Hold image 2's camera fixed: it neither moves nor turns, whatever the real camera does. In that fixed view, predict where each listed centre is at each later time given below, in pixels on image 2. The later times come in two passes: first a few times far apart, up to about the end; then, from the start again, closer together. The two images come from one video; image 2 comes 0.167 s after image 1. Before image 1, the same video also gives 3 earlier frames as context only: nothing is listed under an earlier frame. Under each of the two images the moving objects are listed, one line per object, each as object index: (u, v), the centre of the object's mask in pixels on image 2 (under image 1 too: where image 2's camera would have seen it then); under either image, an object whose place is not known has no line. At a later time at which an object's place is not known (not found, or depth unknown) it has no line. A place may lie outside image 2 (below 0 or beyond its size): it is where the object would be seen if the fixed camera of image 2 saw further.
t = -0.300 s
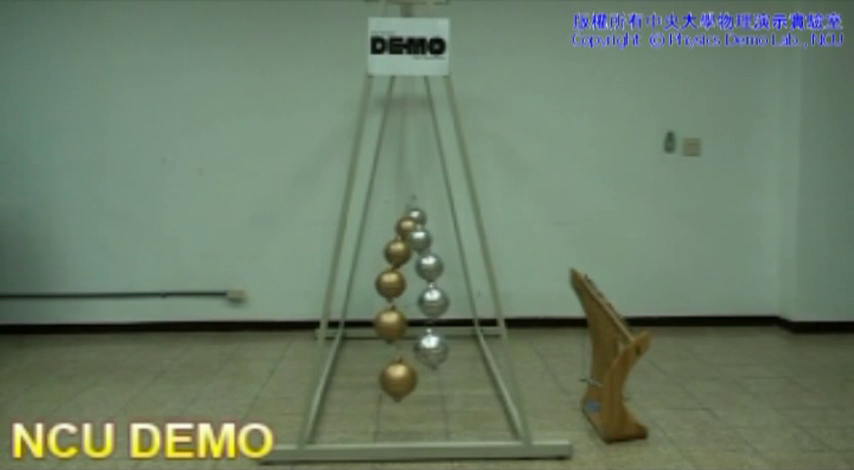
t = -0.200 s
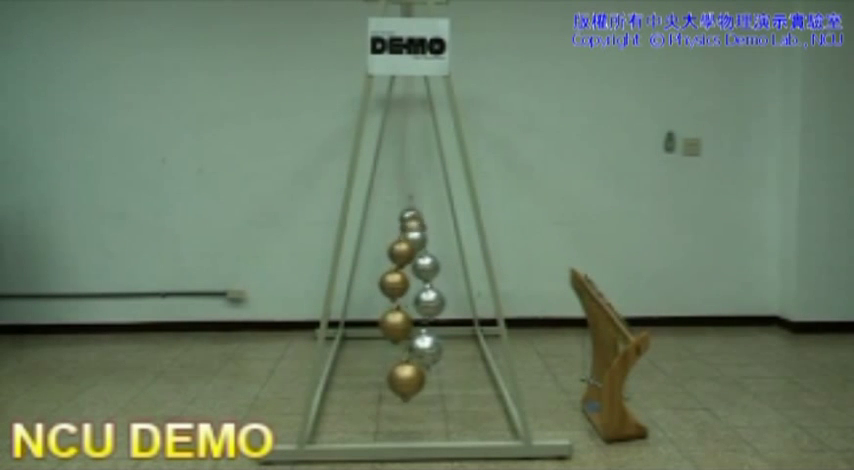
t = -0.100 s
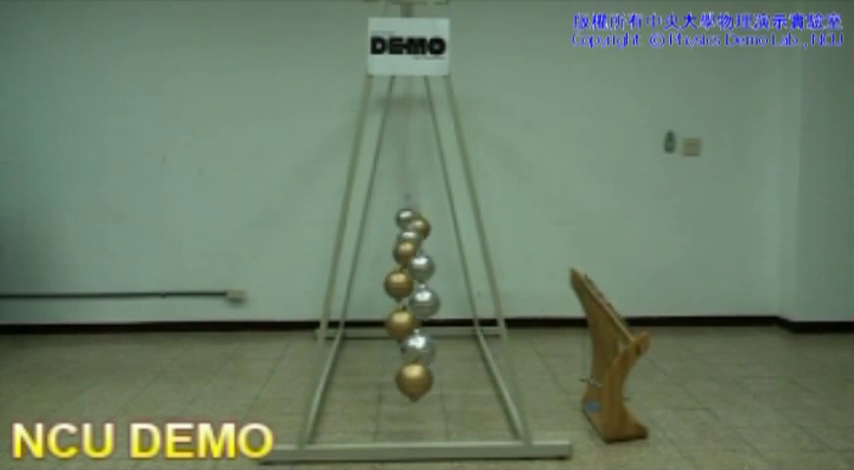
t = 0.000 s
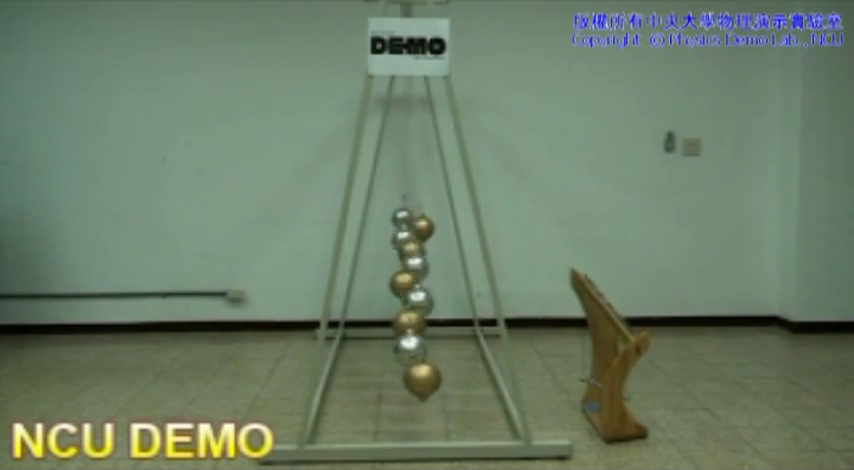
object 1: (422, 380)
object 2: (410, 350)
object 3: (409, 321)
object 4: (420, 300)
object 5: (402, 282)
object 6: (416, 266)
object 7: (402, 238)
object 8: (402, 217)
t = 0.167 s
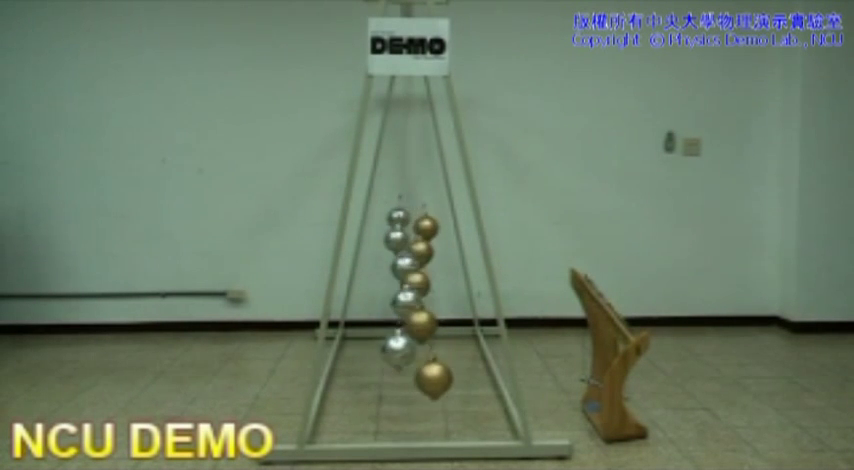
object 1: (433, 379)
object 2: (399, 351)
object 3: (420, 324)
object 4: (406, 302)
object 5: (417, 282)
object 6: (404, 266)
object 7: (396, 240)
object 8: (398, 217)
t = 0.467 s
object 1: (443, 377)
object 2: (384, 350)
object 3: (436, 323)
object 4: (390, 302)
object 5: (430, 283)
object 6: (391, 268)
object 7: (393, 240)
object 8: (398, 218)
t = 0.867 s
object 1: (428, 379)
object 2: (389, 351)
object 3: (432, 323)
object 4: (389, 302)
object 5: (429, 283)
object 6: (394, 267)
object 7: (406, 239)
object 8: (415, 214)
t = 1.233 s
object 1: (399, 379)
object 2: (414, 349)
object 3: (408, 322)
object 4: (409, 299)
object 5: (410, 280)
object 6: (415, 265)
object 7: (425, 239)
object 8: (423, 217)
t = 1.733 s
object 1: (379, 379)
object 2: (439, 349)
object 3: (385, 323)
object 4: (434, 301)
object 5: (388, 283)
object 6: (431, 267)
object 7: (421, 238)
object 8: (414, 215)
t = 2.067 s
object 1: (391, 379)
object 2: (432, 350)
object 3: (392, 324)
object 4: (430, 301)
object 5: (395, 283)
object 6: (421, 267)
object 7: (405, 237)
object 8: (399, 217)
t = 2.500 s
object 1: (425, 380)
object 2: (404, 351)
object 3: (420, 322)
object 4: (404, 302)
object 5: (422, 283)
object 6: (397, 268)
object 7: (392, 240)
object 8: (399, 218)
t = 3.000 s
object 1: (442, 378)
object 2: (383, 350)
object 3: (437, 323)
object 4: (386, 302)
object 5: (432, 283)
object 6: (393, 268)
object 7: (408, 238)
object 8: (419, 217)
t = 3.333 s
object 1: (427, 379)
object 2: (392, 351)
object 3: (425, 323)
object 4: (397, 303)
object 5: (419, 284)
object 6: (408, 266)
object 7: (426, 239)
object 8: (423, 217)
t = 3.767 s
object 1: (394, 379)
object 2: (423, 350)
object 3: (396, 324)
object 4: (425, 303)
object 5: (393, 284)
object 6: (430, 267)
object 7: (423, 238)
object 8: (413, 214)
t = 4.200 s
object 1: (379, 379)
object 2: (439, 349)
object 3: (385, 323)
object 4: (434, 301)
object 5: (392, 283)
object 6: (423, 267)
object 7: (399, 237)
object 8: (398, 218)
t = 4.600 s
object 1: (397, 379)
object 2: (424, 350)
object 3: (403, 324)
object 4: (417, 301)
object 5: (413, 279)
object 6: (400, 265)
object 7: (393, 240)
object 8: (402, 217)
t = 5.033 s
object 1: (430, 379)
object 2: (394, 351)
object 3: (431, 323)
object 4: (390, 302)
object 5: (432, 283)
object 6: (390, 267)
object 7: (407, 240)
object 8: (420, 218)
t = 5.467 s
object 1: (441, 378)
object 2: (383, 350)
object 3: (434, 323)
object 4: (390, 303)
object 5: (423, 283)
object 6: (405, 268)
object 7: (426, 239)
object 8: (421, 218)
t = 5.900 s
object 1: (419, 379)
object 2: (404, 350)
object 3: (411, 322)
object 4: (415, 301)
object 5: (397, 283)
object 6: (429, 267)
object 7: (420, 238)
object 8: (405, 214)
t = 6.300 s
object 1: (390, 379)
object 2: (431, 350)
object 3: (388, 323)
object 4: (434, 302)
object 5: (389, 283)
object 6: (426, 267)
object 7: (399, 237)
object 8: (398, 218)
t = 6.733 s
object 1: (381, 379)
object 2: (437, 349)
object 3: (391, 324)
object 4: (425, 302)
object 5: (406, 284)
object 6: (402, 265)
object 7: (393, 240)
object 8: (406, 214)
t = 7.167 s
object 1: (405, 380)
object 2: (413, 349)
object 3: (419, 321)
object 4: (398, 303)
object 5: (430, 283)
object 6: (389, 268)
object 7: (409, 239)
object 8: (422, 218)
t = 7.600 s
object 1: (436, 378)
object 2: (387, 351)
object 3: (436, 323)
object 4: (387, 302)
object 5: (427, 283)
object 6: (403, 268)
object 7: (427, 238)
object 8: (417, 217)
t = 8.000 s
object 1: (440, 378)
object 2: (387, 351)
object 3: (426, 324)
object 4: (403, 303)
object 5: (405, 280)
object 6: (426, 267)
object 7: (420, 240)
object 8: (400, 215)
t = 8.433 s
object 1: (413, 380)
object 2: (414, 349)
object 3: (397, 324)
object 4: (429, 302)
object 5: (389, 283)
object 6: (428, 267)
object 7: (397, 238)
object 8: (399, 218)
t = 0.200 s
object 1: (436, 379)
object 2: (396, 351)
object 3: (422, 324)
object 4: (404, 302)
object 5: (420, 282)
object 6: (402, 267)
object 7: (395, 240)
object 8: (398, 217)
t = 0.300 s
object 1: (440, 378)
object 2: (390, 351)
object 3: (429, 323)
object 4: (398, 303)
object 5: (423, 284)
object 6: (397, 268)
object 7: (393, 240)
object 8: (397, 218)
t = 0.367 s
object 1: (442, 378)
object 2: (387, 351)
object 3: (432, 323)
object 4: (394, 303)
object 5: (426, 284)
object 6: (394, 268)
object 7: (392, 240)
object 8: (397, 218)
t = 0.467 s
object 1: (443, 377)
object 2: (384, 350)
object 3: (436, 323)
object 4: (390, 302)
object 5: (430, 283)
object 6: (391, 268)
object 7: (393, 240)
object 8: (398, 218)
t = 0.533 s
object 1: (443, 378)
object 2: (383, 350)
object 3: (437, 323)
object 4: (388, 302)
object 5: (432, 283)
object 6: (390, 268)
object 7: (394, 240)
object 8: (400, 218)
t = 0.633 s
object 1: (441, 378)
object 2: (382, 350)
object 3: (437, 323)
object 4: (386, 302)
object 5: (433, 283)
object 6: (389, 267)
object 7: (397, 240)
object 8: (402, 216)
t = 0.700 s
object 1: (438, 378)
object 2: (384, 350)
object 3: (437, 323)
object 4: (386, 302)
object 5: (433, 283)
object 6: (389, 268)
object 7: (399, 240)
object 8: (405, 215)
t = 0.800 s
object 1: (432, 379)
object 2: (386, 351)
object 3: (434, 323)
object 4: (387, 302)
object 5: (431, 282)
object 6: (392, 268)
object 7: (403, 240)
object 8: (411, 214)
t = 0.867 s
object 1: (428, 379)
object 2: (389, 351)
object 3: (432, 323)
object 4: (389, 302)
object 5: (429, 283)
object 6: (394, 267)
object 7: (406, 239)
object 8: (415, 214)
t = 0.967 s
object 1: (421, 380)
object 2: (394, 351)
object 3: (426, 324)
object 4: (393, 302)
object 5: (425, 283)
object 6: (399, 267)
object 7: (412, 236)
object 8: (418, 217)
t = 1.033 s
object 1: (415, 380)
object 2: (399, 350)
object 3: (423, 324)
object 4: (396, 302)
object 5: (422, 283)
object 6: (402, 268)
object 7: (417, 237)
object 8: (420, 217)
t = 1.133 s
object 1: (407, 380)
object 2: (406, 349)
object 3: (418, 322)
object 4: (402, 301)
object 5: (418, 283)
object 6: (407, 266)
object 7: (422, 240)
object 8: (422, 217)
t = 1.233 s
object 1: (399, 379)
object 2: (414, 349)
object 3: (408, 322)
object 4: (409, 299)
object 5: (410, 280)
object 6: (415, 265)
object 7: (425, 239)
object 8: (423, 217)
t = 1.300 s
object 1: (394, 379)
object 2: (417, 351)
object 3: (403, 323)
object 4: (414, 301)
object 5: (403, 281)
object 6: (419, 266)
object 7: (426, 239)
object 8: (423, 217)
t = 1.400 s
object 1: (388, 379)
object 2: (425, 350)
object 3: (398, 324)
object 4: (419, 303)
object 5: (399, 283)
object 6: (424, 267)
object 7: (428, 239)
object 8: (422, 217)
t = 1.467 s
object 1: (384, 379)
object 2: (429, 350)
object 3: (394, 324)
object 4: (424, 302)
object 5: (396, 284)
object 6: (426, 267)
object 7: (428, 239)
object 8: (421, 217)
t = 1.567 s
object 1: (381, 379)
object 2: (434, 350)
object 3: (389, 324)
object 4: (430, 301)
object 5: (392, 284)
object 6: (429, 267)
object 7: (426, 238)
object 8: (419, 217)
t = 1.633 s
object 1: (379, 379)
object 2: (436, 350)
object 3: (387, 324)
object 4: (432, 301)
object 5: (389, 284)
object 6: (431, 267)
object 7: (424, 238)
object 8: (418, 216)
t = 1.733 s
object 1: (379, 379)
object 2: (439, 349)
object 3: (385, 323)
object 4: (434, 301)
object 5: (388, 283)
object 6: (431, 267)
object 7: (421, 238)
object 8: (414, 215)
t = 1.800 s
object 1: (380, 379)
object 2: (439, 349)
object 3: (385, 324)
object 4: (435, 301)
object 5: (388, 283)
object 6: (431, 266)
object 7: (418, 239)
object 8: (410, 215)
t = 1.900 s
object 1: (382, 379)
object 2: (438, 349)
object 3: (386, 324)
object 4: (435, 301)
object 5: (390, 283)
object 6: (428, 266)
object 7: (414, 239)
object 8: (405, 214)
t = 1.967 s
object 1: (385, 379)
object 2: (436, 349)
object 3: (388, 323)
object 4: (433, 301)
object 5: (392, 283)
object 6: (426, 267)
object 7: (412, 237)
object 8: (403, 217)
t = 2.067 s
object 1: (391, 379)
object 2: (432, 350)
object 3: (392, 324)
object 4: (430, 301)
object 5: (395, 283)
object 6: (421, 267)
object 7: (405, 237)
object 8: (399, 217)
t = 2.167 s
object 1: (398, 379)
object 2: (427, 350)
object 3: (397, 324)
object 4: (425, 302)
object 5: (400, 284)
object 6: (416, 267)
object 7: (397, 239)
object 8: (398, 217)
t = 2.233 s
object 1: (404, 380)
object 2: (422, 350)
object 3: (401, 324)
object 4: (421, 302)
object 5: (403, 283)
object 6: (412, 264)
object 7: (396, 240)
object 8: (397, 217)
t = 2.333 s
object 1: (412, 380)
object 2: (415, 349)
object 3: (407, 322)
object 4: (415, 300)
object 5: (411, 281)
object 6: (405, 266)
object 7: (394, 240)
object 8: (397, 217)
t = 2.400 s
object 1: (417, 379)
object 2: (410, 348)
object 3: (413, 322)
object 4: (411, 300)
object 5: (417, 281)
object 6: (402, 267)
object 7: (393, 240)
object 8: (398, 217)
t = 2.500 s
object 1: (425, 380)
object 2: (404, 351)
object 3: (420, 322)
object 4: (404, 302)
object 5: (422, 283)
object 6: (397, 268)
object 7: (392, 240)
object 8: (399, 218)
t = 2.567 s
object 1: (430, 379)
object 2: (398, 350)
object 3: (424, 324)
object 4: (399, 303)
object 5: (425, 283)
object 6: (394, 268)
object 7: (393, 240)
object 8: (401, 218)
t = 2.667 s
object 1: (435, 378)
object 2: (392, 350)
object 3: (430, 323)
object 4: (394, 302)
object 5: (429, 283)
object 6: (391, 267)
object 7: (395, 240)
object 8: (403, 217)
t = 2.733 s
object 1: (439, 378)
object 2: (389, 350)
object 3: (433, 323)
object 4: (391, 302)
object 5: (431, 283)
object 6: (390, 268)
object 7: (397, 240)
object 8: (406, 215)
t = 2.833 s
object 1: (442, 378)
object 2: (385, 351)
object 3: (436, 323)
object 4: (387, 302)
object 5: (433, 283)
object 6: (390, 267)
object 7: (402, 240)
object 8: (412, 214)
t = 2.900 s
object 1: (442, 378)
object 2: (384, 351)
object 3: (437, 323)
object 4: (386, 302)
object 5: (433, 283)
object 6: (390, 267)
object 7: (405, 240)
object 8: (416, 215)
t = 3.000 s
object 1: (442, 378)
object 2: (383, 350)
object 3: (437, 323)
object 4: (386, 302)
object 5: (432, 283)
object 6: (393, 268)
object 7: (408, 238)
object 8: (419, 217)
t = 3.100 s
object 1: (440, 378)
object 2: (384, 350)
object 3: (435, 323)
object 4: (387, 302)
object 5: (429, 283)
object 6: (396, 268)
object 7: (415, 236)
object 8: (421, 217)
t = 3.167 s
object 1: (437, 378)
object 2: (385, 350)
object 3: (433, 323)
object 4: (389, 302)
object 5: (426, 283)
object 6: (400, 268)
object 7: (421, 238)
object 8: (423, 217)
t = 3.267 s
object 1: (432, 379)
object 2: (389, 351)
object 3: (429, 323)
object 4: (393, 303)
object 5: (422, 284)
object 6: (404, 267)
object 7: (425, 239)
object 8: (423, 217)
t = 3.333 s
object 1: (427, 379)
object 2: (392, 351)
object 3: (425, 323)
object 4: (397, 303)
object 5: (419, 284)
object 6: (408, 266)
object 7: (426, 239)
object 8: (423, 217)
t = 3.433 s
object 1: (420, 380)
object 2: (400, 351)
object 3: (419, 324)
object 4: (403, 302)
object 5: (413, 281)
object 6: (416, 265)
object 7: (427, 239)
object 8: (421, 217)
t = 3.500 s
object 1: (415, 380)
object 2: (403, 350)
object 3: (415, 323)
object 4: (408, 302)
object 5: (407, 280)
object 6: (420, 265)
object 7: (428, 239)
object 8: (420, 217)
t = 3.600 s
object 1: (407, 380)
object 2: (411, 349)
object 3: (406, 323)
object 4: (415, 301)
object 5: (399, 282)
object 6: (424, 267)
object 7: (427, 238)
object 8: (418, 217)
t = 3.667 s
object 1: (401, 380)
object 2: (416, 350)
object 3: (401, 323)
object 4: (418, 303)
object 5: (397, 284)
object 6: (427, 267)
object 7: (426, 238)
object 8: (417, 216)
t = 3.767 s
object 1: (394, 379)
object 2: (423, 350)
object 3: (396, 324)
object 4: (425, 303)
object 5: (393, 284)
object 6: (430, 267)
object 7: (423, 238)
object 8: (413, 214)
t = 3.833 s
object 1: (390, 379)
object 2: (427, 349)
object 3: (392, 324)
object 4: (428, 302)
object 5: (391, 284)
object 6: (431, 266)
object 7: (420, 239)
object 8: (409, 214)
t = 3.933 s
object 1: (384, 379)
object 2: (433, 350)
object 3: (388, 323)
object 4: (432, 302)
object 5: (389, 283)
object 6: (431, 266)
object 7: (417, 240)
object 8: (402, 216)
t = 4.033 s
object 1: (381, 379)
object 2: (437, 349)
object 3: (385, 323)
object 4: (435, 302)
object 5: (388, 283)
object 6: (429, 266)
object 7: (412, 237)
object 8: (401, 218)
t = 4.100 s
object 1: (380, 379)
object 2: (438, 349)
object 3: (385, 323)
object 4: (435, 302)
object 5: (389, 283)
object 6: (427, 267)
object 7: (409, 234)
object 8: (399, 217)
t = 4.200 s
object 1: (379, 379)
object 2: (439, 349)
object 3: (385, 323)
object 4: (434, 301)
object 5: (392, 283)
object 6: (423, 267)
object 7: (399, 237)
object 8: (398, 218)
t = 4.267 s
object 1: (380, 378)
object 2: (439, 349)
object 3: (387, 323)
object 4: (433, 302)
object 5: (394, 283)
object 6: (420, 267)
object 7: (398, 239)
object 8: (398, 217)
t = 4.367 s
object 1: (383, 379)
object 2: (436, 349)
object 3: (390, 323)
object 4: (429, 302)
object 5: (399, 284)
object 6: (415, 267)
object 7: (395, 240)
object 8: (398, 217)
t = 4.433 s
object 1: (386, 379)
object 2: (433, 350)
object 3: (393, 323)
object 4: (426, 302)
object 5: (403, 284)
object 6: (411, 263)
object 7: (394, 240)
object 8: (399, 218)
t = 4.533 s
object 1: (392, 379)
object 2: (428, 350)
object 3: (399, 324)
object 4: (420, 302)
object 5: (407, 282)
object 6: (404, 264)
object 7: (393, 240)
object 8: (401, 218)
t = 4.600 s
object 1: (397, 379)
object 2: (424, 350)
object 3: (403, 324)
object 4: (417, 301)
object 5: (413, 279)
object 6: (400, 265)
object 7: (393, 240)
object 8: (402, 217)
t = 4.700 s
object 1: (404, 380)
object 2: (418, 349)
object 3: (409, 323)
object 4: (410, 300)
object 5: (421, 280)
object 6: (396, 268)
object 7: (394, 240)
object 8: (405, 217)
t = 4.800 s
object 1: (413, 380)
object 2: (410, 349)
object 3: (417, 321)
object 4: (402, 301)
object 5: (425, 284)
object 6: (392, 267)
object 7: (397, 239)
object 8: (409, 215)
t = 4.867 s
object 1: (418, 379)
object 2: (405, 350)
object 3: (422, 323)
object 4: (398, 302)
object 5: (428, 284)
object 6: (390, 268)
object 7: (400, 240)
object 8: (413, 215)
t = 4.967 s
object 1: (426, 379)
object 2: (398, 351)
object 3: (428, 324)
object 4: (393, 302)
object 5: (431, 284)
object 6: (390, 267)
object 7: (404, 240)
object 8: (418, 217)
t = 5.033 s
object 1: (430, 379)
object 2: (394, 351)
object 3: (431, 323)
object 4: (390, 302)
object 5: (432, 283)
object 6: (390, 267)
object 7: (407, 240)
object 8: (420, 218)
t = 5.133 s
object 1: (436, 379)
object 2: (388, 351)
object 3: (435, 323)
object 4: (387, 302)
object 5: (433, 283)
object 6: (391, 268)
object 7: (411, 237)
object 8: (422, 218)
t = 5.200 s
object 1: (439, 378)
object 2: (386, 350)
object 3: (436, 323)
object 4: (386, 302)
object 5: (432, 283)
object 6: (393, 268)
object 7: (415, 236)
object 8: (423, 217)
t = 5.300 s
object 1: (441, 378)
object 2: (384, 350)
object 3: (437, 323)
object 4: (386, 302)
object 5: (430, 283)
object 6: (398, 267)
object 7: (422, 238)
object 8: (423, 217)
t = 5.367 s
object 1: (442, 378)
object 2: (383, 350)
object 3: (437, 323)
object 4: (387, 302)
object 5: (428, 283)
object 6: (400, 268)
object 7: (424, 239)
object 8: (422, 217)
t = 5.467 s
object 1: (441, 378)
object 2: (383, 350)
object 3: (434, 323)
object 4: (390, 303)
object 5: (423, 283)
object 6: (405, 268)
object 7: (426, 239)
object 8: (421, 218)
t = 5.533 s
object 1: (440, 378)
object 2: (384, 350)
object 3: (432, 323)
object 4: (392, 303)
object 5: (420, 285)
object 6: (409, 266)
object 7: (427, 239)
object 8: (419, 217)
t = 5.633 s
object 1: (437, 378)
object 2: (388, 351)
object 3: (427, 324)
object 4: (399, 302)
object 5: (415, 283)
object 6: (416, 265)
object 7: (428, 239)
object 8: (417, 217)
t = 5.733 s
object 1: (431, 379)
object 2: (392, 351)
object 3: (421, 324)
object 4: (404, 302)
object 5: (409, 279)
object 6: (422, 265)
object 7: (426, 238)
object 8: (414, 215)
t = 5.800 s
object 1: (427, 379)
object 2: (397, 350)
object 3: (417, 325)
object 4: (408, 301)
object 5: (402, 280)
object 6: (425, 267)
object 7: (425, 238)
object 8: (412, 214)
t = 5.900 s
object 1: (419, 379)
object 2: (404, 350)
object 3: (411, 322)
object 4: (415, 301)
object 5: (397, 283)
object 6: (429, 267)
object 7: (420, 238)
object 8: (405, 214)
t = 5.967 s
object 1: (414, 380)
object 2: (409, 349)
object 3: (405, 322)
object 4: (420, 302)
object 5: (394, 284)
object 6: (430, 266)
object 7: (418, 240)
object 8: (402, 215)
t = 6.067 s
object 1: (406, 380)
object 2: (417, 349)
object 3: (398, 324)
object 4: (426, 302)
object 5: (391, 284)
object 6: (431, 266)
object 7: (414, 239)
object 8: (399, 216)
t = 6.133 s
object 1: (401, 380)
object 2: (420, 350)
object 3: (395, 324)
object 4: (428, 302)
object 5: (389, 283)
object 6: (430, 266)
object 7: (412, 237)
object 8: (398, 218)
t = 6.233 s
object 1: (394, 379)
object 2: (427, 350)
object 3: (390, 324)
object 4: (432, 302)
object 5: (389, 283)
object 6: (428, 267)
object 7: (404, 236)
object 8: (397, 217)
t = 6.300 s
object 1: (390, 379)
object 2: (431, 350)
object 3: (388, 323)
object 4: (434, 302)
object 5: (389, 283)
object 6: (426, 267)
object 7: (399, 237)
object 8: (398, 218)
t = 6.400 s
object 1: (384, 379)
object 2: (435, 349)
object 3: (385, 323)
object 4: (435, 302)
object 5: (391, 283)
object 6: (422, 267)
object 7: (396, 239)
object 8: (398, 217)
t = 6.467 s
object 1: (381, 379)
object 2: (437, 349)
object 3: (385, 323)
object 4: (434, 301)
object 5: (393, 283)
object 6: (419, 268)
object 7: (394, 240)
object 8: (400, 217)
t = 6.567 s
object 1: (379, 379)
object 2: (438, 349)
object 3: (386, 323)
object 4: (432, 302)
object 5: (397, 284)
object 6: (414, 267)
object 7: (393, 240)
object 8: (402, 218)
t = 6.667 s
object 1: (379, 379)
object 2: (438, 349)
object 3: (389, 324)
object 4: (428, 302)
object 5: (402, 285)
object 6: (409, 265)
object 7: (393, 240)
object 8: (405, 218)
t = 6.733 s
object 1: (381, 379)
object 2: (437, 349)
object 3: (391, 324)
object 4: (425, 302)
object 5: (406, 284)
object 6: (402, 265)
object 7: (393, 240)
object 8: (406, 214)
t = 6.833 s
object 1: (384, 379)
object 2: (433, 350)
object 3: (396, 324)
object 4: (418, 303)
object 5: (412, 280)
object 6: (399, 267)
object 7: (395, 240)
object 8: (412, 214)
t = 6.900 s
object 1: (387, 379)
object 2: (430, 349)
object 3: (400, 324)
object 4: (416, 301)
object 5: (417, 280)
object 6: (395, 267)
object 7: (398, 239)
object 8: (416, 214)
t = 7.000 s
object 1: (393, 380)
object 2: (424, 350)
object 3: (406, 324)
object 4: (409, 300)
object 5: (424, 282)
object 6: (392, 267)
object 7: (402, 240)
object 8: (420, 217)
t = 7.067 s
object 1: (397, 380)
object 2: (420, 350)
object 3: (411, 322)
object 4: (403, 301)
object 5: (426, 284)
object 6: (390, 268)
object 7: (405, 240)
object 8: (420, 218)
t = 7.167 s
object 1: (405, 380)
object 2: (413, 349)
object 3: (419, 321)
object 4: (398, 303)
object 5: (430, 283)
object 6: (389, 268)
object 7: (409, 239)
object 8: (422, 218)
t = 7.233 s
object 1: (410, 380)
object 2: (408, 349)
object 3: (423, 323)
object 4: (395, 303)
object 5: (431, 283)
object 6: (389, 268)
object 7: (412, 237)
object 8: (423, 217)
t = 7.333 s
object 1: (418, 380)
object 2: (402, 351)
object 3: (428, 323)
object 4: (390, 302)
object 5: (433, 283)
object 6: (391, 268)
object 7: (420, 237)
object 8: (423, 217)
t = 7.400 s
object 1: (424, 379)
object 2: (396, 351)
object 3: (431, 323)
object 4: (388, 302)
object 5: (432, 283)
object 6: (394, 268)
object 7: (423, 238)
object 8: (422, 217)
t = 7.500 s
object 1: (430, 379)
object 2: (391, 351)
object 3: (435, 323)
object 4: (387, 302)
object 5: (431, 283)
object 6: (398, 268)
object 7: (426, 239)
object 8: (420, 217)
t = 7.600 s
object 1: (436, 378)
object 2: (387, 351)
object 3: (436, 323)
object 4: (387, 302)
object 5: (427, 283)
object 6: (403, 268)
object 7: (427, 238)
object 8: (417, 217)
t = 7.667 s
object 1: (439, 378)
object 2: (384, 351)
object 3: (436, 323)
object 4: (388, 302)
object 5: (425, 284)
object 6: (406, 267)
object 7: (427, 238)
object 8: (416, 217)
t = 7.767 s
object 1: (441, 378)
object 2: (383, 351)
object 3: (435, 323)
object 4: (391, 303)
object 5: (419, 284)
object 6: (412, 265)
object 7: (427, 239)
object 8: (413, 215)
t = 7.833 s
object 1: (442, 378)
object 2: (383, 351)
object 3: (433, 323)
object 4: (393, 303)
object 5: (416, 284)
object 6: (418, 265)
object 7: (426, 238)
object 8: (408, 213)
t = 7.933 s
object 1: (441, 378)
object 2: (385, 351)
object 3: (429, 323)
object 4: (399, 302)
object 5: (412, 281)
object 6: (423, 266)
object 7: (422, 238)
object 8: (402, 215)
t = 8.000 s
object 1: (440, 378)
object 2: (387, 351)
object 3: (426, 324)
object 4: (403, 303)
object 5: (405, 280)
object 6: (426, 267)
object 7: (420, 240)
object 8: (400, 215)
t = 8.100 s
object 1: (436, 378)
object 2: (391, 351)
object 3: (420, 324)
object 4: (409, 301)
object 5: (398, 281)
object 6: (428, 266)
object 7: (416, 240)
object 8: (399, 218)
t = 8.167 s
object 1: (432, 379)
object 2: (395, 351)
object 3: (416, 325)
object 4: (414, 300)
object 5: (395, 283)
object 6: (430, 266)
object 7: (413, 238)
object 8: (398, 218)
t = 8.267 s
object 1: (426, 379)
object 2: (402, 351)
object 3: (409, 321)
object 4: (421, 301)
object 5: (392, 284)
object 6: (430, 267)
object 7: (409, 237)
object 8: (398, 218)
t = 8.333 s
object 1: (421, 379)
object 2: (406, 350)
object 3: (403, 322)
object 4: (424, 303)
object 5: (390, 283)
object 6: (430, 267)
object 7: (404, 236)
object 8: (398, 218)
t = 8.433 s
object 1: (413, 380)
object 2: (414, 349)
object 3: (397, 324)
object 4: (429, 302)
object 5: (389, 283)
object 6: (428, 267)
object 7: (397, 238)
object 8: (399, 218)
